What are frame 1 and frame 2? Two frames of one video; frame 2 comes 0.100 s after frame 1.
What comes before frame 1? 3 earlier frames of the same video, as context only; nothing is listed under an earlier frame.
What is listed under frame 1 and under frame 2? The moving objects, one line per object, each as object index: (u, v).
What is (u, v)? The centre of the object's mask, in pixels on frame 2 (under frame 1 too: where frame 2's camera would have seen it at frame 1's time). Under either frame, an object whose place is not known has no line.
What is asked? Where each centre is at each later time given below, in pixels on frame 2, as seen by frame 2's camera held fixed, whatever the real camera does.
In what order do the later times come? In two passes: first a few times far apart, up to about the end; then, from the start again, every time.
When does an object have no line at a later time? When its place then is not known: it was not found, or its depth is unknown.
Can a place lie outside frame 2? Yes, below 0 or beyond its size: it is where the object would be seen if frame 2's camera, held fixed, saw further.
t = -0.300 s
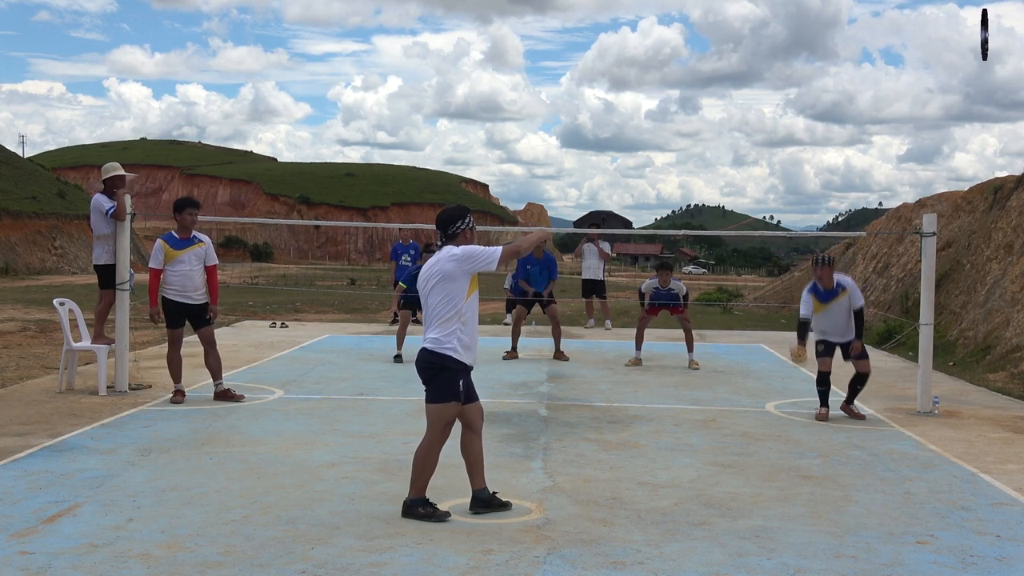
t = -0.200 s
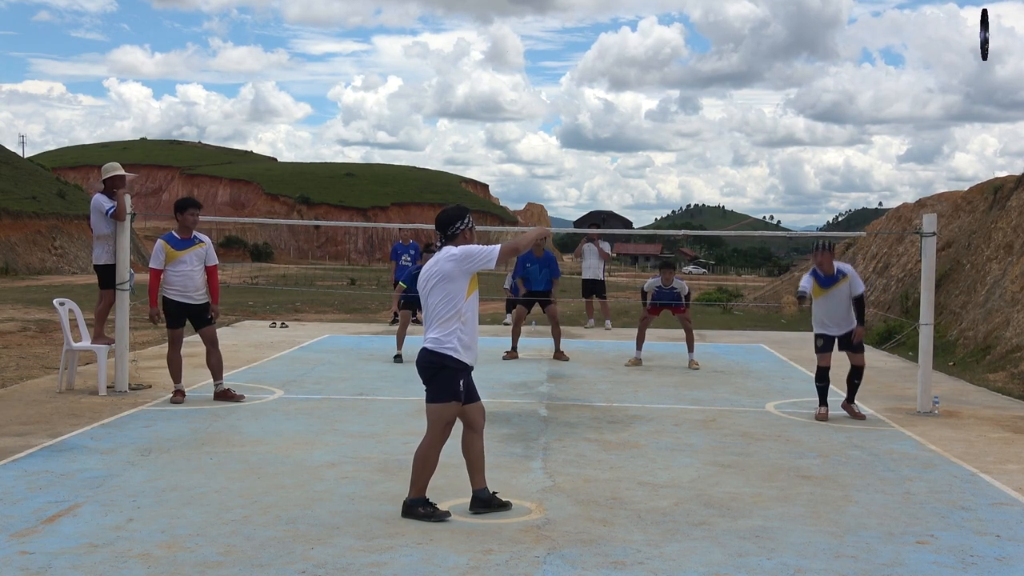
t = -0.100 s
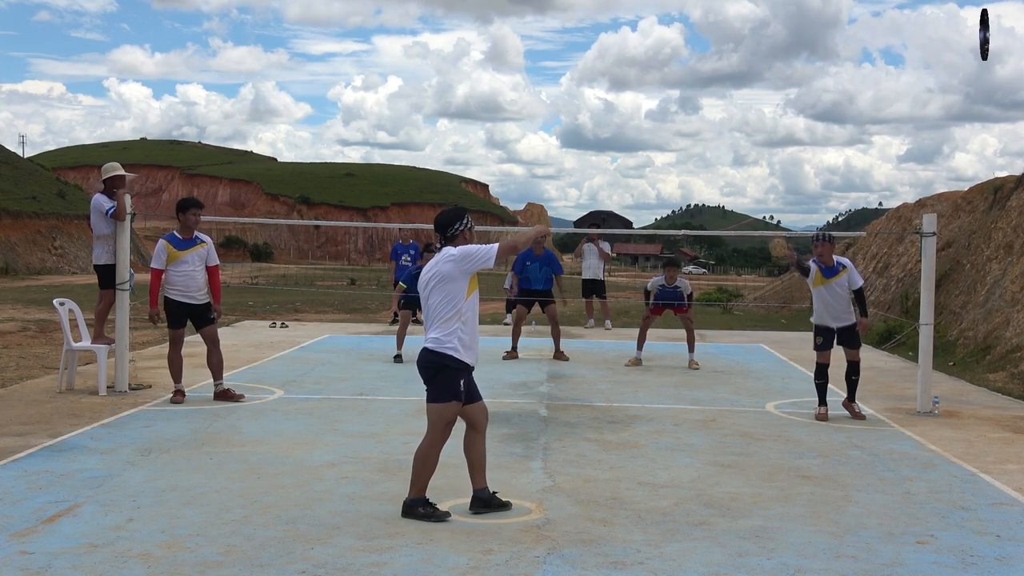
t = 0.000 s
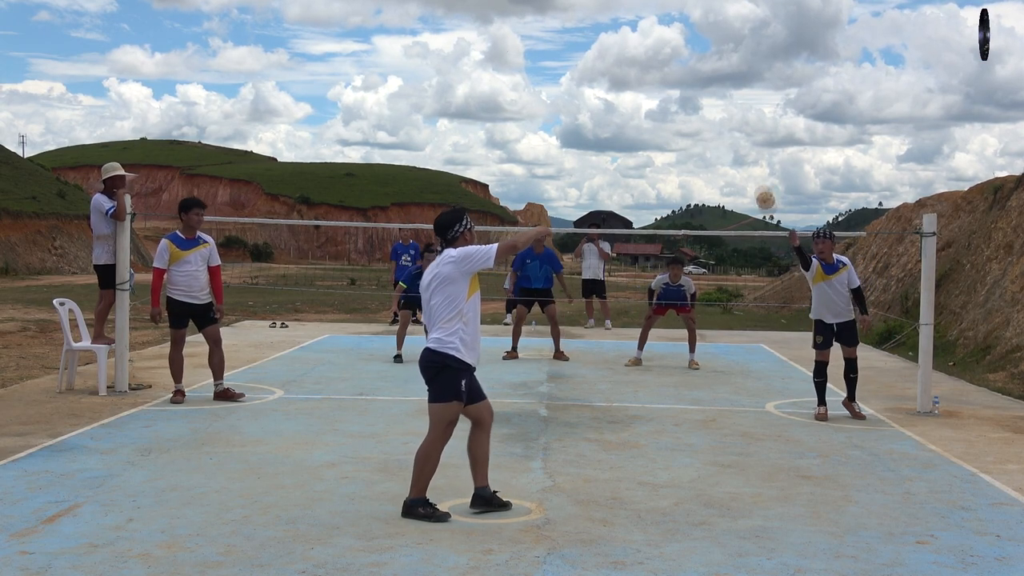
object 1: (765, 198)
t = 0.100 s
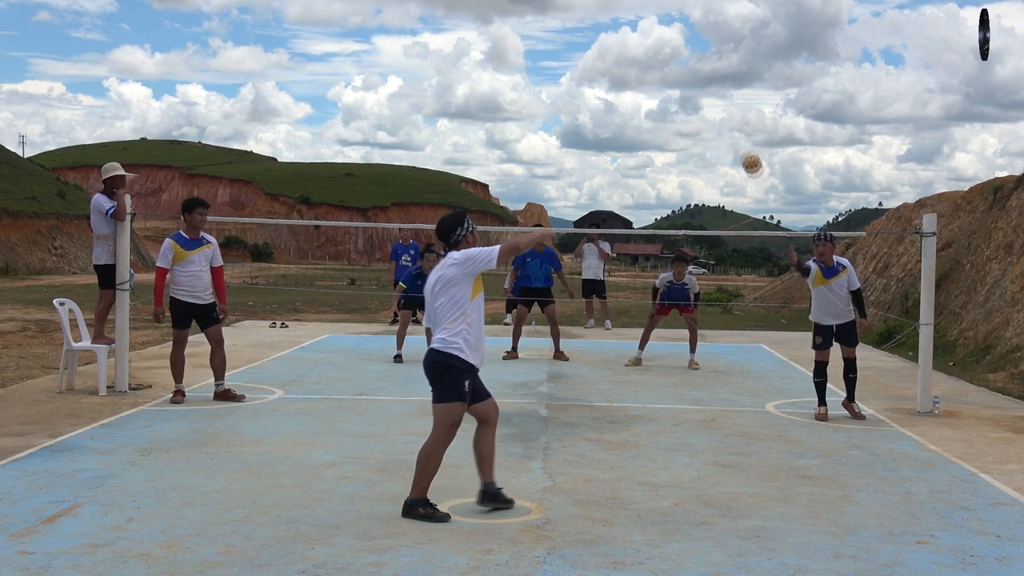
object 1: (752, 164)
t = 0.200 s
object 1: (737, 140)
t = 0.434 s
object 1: (697, 141)
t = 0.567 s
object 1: (670, 182)
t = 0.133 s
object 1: (747, 155)
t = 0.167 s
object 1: (742, 147)
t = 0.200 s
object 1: (737, 140)
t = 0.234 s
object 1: (732, 136)
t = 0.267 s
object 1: (726, 132)
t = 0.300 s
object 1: (721, 130)
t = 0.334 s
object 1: (715, 130)
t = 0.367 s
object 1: (709, 132)
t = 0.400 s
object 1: (703, 135)
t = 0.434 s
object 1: (697, 141)
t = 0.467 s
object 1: (691, 148)
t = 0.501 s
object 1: (684, 157)
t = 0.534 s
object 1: (677, 168)
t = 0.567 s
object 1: (670, 182)
